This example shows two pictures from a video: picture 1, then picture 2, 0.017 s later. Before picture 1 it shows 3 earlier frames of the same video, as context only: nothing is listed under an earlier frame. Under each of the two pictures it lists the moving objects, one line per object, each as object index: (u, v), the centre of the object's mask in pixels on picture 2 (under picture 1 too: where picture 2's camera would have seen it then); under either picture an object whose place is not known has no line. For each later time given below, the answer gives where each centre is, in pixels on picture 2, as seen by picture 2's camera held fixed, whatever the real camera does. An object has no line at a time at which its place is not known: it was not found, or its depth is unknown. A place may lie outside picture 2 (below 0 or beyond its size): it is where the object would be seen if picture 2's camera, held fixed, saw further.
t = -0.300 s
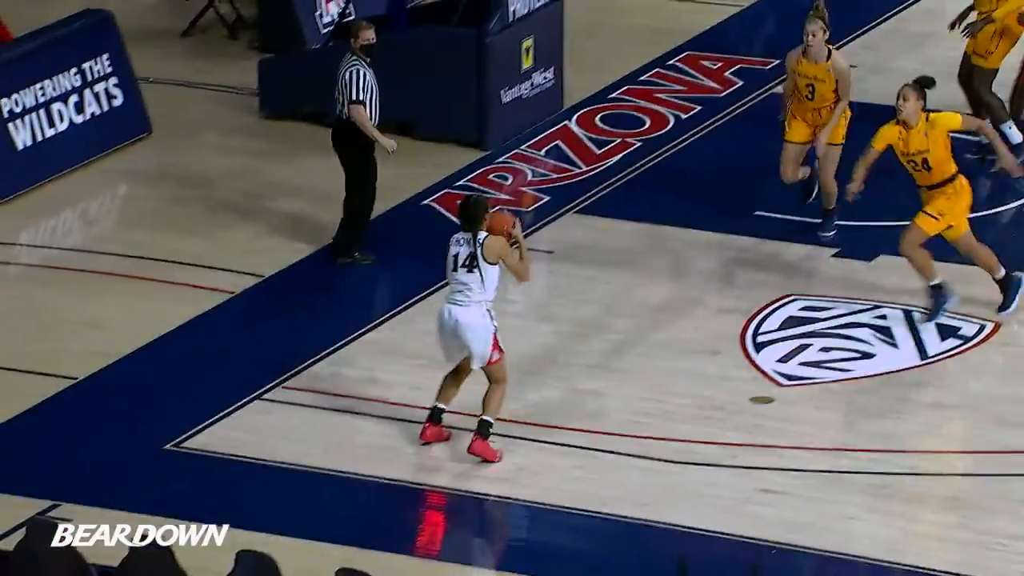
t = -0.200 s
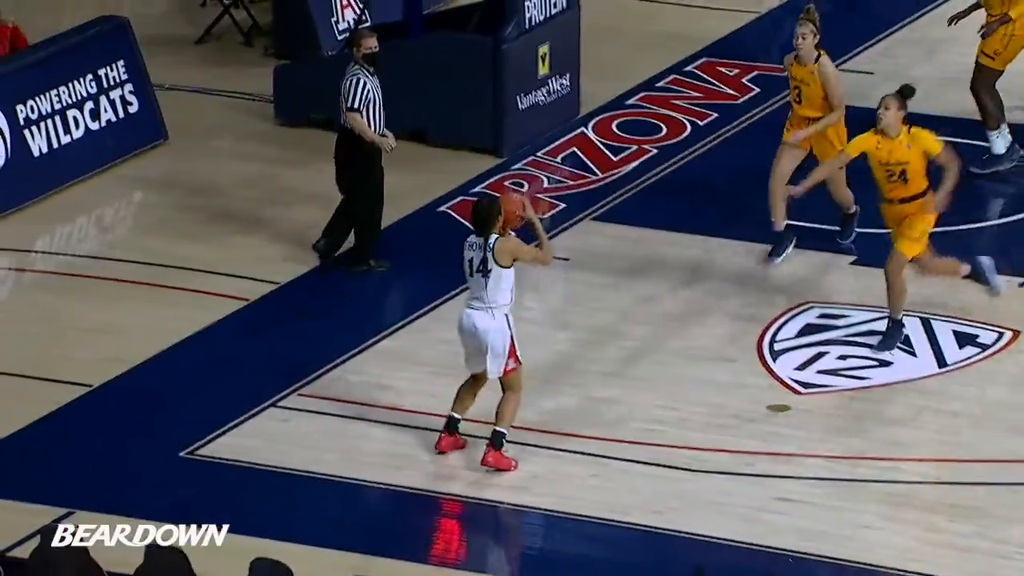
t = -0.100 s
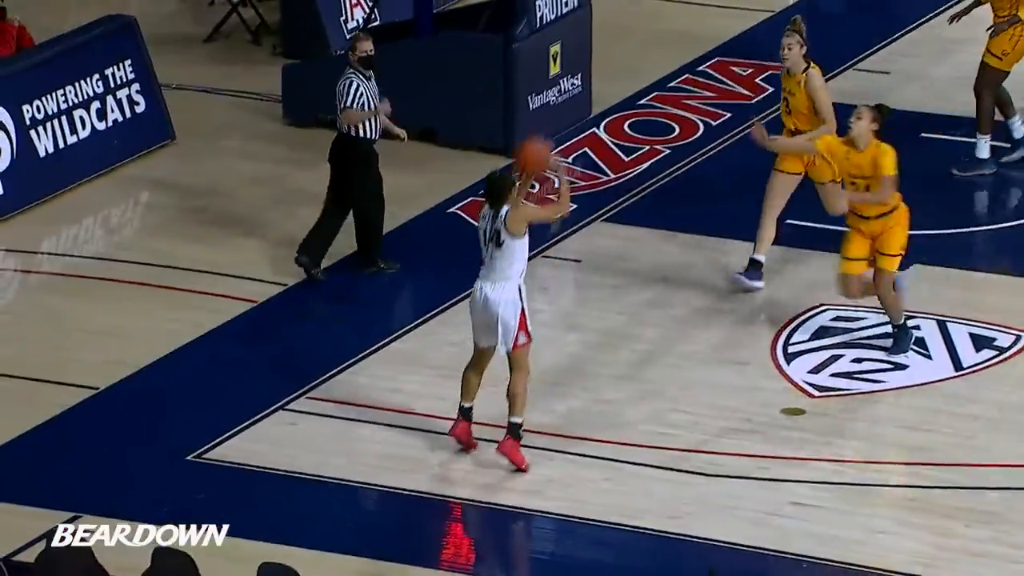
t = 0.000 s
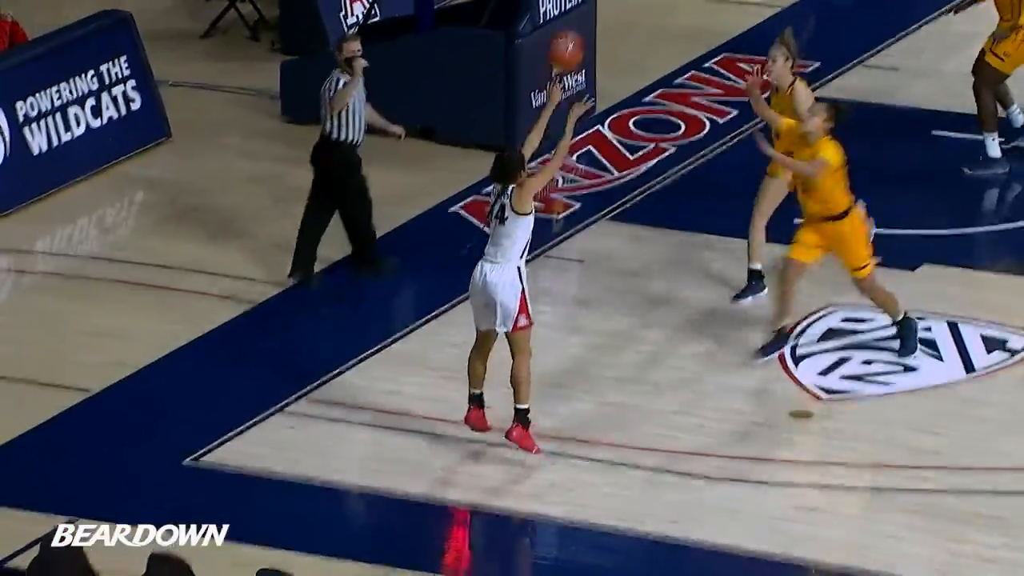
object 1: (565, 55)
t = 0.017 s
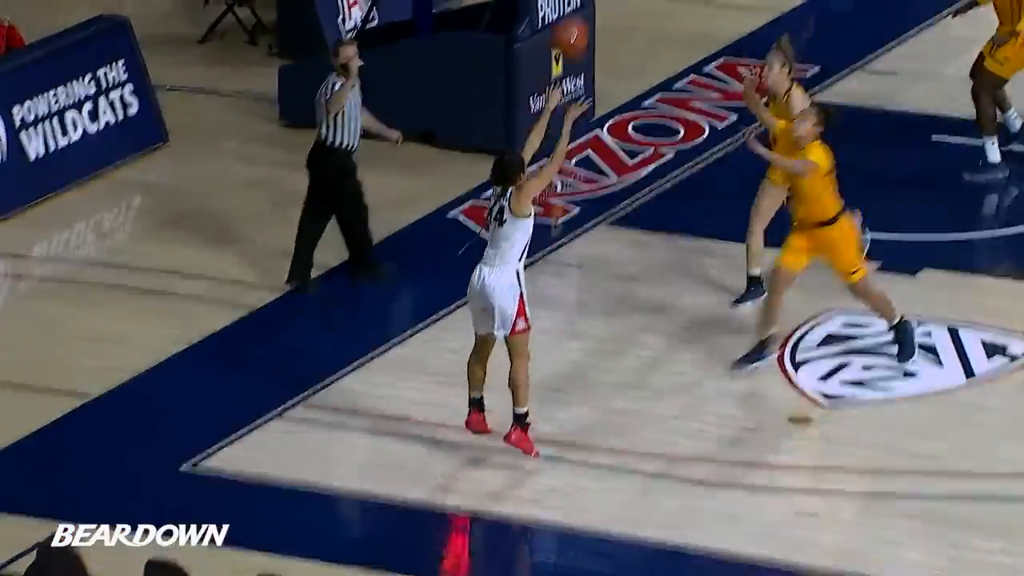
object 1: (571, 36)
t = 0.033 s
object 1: (576, 20)
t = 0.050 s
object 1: (581, 1)
